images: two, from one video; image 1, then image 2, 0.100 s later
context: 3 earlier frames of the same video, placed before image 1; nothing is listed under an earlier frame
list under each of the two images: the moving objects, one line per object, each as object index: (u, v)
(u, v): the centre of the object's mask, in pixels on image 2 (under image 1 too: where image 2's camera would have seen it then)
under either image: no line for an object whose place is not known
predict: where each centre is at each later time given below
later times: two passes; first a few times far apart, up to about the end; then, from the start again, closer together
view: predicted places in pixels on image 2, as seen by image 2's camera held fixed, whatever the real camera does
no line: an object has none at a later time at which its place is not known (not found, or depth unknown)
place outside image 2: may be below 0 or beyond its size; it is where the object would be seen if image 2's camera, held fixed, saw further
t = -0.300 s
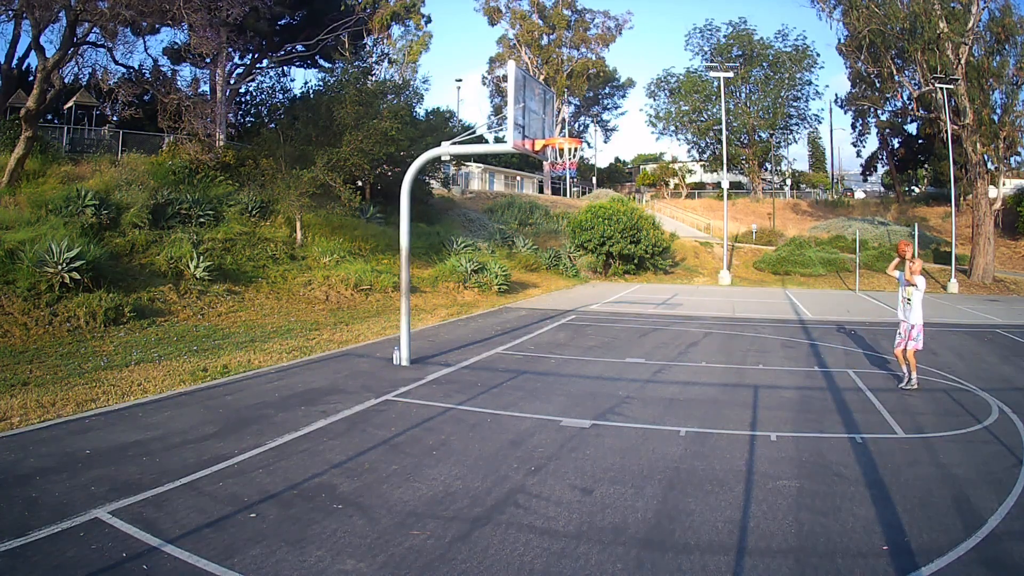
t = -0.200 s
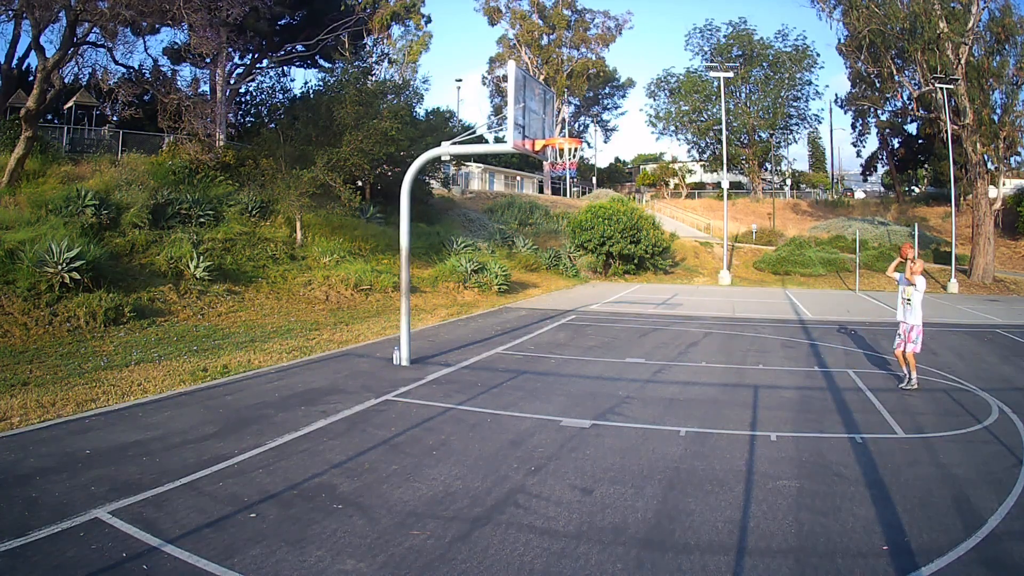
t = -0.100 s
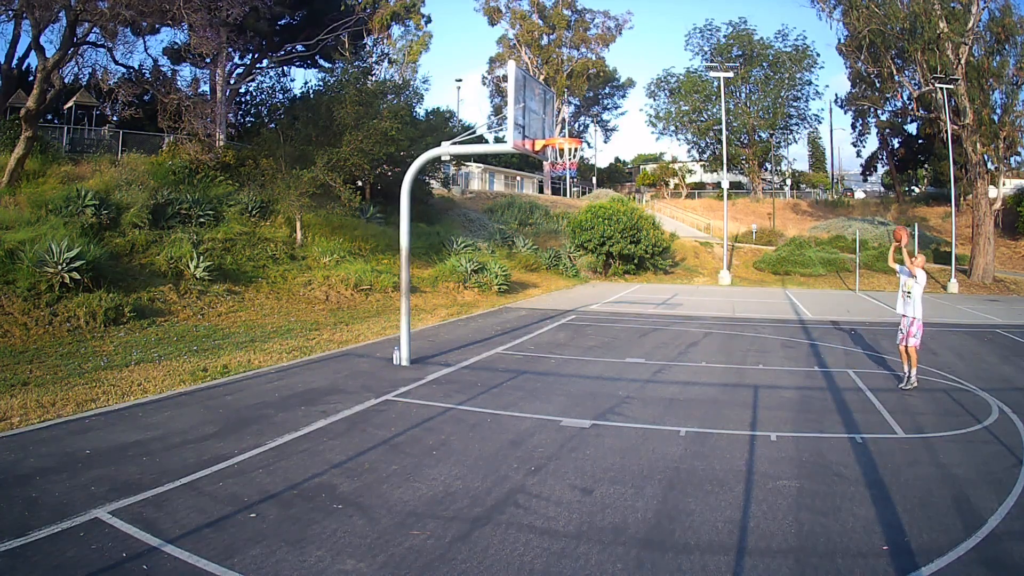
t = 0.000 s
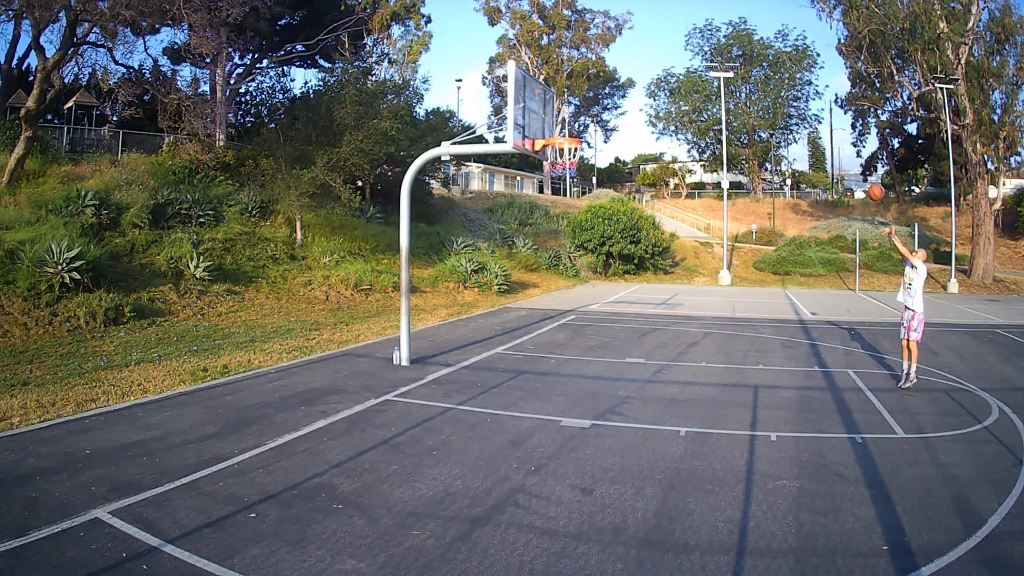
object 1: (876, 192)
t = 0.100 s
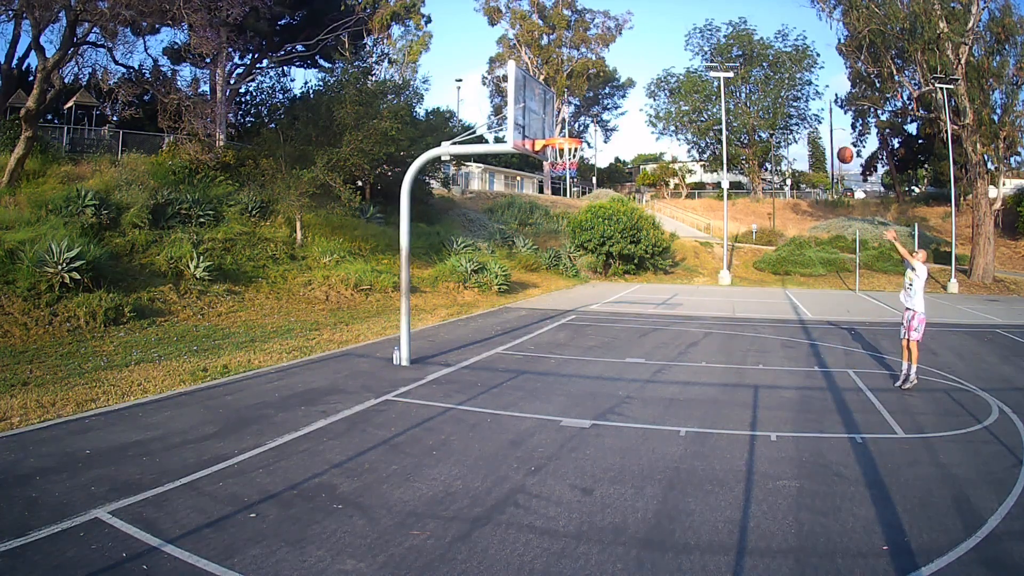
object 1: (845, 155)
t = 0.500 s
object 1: (716, 79)
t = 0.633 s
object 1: (674, 80)
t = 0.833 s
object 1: (608, 107)
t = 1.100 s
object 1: (542, 162)
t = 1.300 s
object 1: (530, 195)
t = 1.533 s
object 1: (516, 270)
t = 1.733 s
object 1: (504, 366)
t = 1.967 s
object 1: (520, 289)
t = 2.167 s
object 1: (535, 245)
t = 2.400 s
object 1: (553, 230)
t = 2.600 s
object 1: (568, 249)
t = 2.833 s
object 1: (584, 308)
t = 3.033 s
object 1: (596, 358)
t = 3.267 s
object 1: (609, 298)
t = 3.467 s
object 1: (619, 277)
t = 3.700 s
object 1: (631, 288)
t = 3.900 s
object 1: (641, 329)
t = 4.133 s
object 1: (651, 343)
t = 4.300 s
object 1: (660, 314)
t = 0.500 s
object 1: (716, 79)
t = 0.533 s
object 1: (705, 78)
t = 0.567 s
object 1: (695, 78)
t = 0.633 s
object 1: (674, 80)
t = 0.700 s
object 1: (652, 86)
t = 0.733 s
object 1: (641, 90)
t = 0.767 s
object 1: (630, 95)
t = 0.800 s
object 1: (619, 101)
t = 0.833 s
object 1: (608, 107)
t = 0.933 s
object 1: (577, 131)
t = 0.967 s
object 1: (567, 135)
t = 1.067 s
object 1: (544, 159)
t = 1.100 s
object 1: (542, 162)
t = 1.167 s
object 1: (537, 170)
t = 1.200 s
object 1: (535, 175)
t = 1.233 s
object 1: (534, 180)
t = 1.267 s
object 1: (532, 187)
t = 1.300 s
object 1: (530, 195)
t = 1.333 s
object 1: (528, 203)
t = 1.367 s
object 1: (526, 212)
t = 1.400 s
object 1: (524, 222)
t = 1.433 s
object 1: (522, 232)
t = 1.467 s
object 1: (520, 244)
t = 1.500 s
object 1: (519, 257)
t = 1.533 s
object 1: (516, 270)
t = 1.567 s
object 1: (514, 284)
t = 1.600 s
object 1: (512, 299)
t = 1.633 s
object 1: (510, 315)
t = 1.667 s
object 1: (508, 330)
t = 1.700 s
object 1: (506, 348)
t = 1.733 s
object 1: (504, 366)
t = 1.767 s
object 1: (504, 361)
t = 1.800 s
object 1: (508, 347)
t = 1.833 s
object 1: (510, 333)
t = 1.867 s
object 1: (512, 322)
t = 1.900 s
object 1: (515, 310)
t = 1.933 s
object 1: (518, 299)
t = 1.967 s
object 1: (520, 289)
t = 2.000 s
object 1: (523, 280)
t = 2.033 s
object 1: (526, 271)
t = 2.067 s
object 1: (528, 263)
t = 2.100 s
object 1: (531, 256)
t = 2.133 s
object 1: (533, 251)
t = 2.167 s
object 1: (535, 245)
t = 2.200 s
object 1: (538, 240)
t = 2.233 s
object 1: (540, 237)
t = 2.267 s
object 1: (543, 234)
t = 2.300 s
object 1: (546, 231)
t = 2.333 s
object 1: (548, 230)
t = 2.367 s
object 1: (550, 230)
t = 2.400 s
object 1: (553, 230)
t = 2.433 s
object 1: (555, 231)
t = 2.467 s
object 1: (558, 233)
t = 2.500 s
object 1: (561, 235)
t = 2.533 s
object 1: (563, 239)
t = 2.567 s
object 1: (565, 244)
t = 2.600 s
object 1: (568, 249)
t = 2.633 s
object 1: (570, 255)
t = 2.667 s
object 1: (572, 262)
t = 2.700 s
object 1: (575, 270)
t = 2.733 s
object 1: (577, 278)
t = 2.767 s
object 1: (579, 288)
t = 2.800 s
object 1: (581, 298)
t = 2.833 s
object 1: (584, 308)
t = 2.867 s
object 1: (586, 320)
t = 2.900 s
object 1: (588, 332)
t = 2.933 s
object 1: (590, 345)
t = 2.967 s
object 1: (592, 359)
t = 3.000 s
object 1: (594, 369)
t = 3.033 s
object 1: (596, 358)
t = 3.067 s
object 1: (598, 347)
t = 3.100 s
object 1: (599, 337)
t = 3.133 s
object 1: (601, 328)
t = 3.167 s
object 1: (603, 319)
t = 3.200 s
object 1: (605, 311)
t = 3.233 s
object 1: (607, 304)
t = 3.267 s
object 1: (609, 298)
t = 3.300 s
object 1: (610, 293)
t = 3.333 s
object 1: (612, 288)
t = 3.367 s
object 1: (614, 284)
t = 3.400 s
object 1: (616, 281)
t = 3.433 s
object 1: (618, 278)
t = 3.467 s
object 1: (619, 277)
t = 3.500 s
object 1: (621, 276)
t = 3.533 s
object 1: (623, 276)
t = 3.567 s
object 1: (625, 277)
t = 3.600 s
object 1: (626, 278)
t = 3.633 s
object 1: (628, 281)
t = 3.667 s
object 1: (630, 284)
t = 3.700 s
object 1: (631, 288)
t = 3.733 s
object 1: (633, 293)
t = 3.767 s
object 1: (635, 299)
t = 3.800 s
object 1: (636, 305)
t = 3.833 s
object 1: (638, 312)
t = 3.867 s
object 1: (639, 321)
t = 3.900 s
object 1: (641, 329)
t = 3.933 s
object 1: (642, 338)
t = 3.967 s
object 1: (643, 348)
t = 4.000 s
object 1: (644, 359)
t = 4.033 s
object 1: (646, 369)
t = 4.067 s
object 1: (647, 359)
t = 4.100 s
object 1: (649, 351)
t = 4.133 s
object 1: (651, 343)
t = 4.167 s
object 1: (653, 336)
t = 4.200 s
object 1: (655, 329)
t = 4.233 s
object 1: (657, 323)
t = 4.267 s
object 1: (659, 318)
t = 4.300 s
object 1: (660, 314)
